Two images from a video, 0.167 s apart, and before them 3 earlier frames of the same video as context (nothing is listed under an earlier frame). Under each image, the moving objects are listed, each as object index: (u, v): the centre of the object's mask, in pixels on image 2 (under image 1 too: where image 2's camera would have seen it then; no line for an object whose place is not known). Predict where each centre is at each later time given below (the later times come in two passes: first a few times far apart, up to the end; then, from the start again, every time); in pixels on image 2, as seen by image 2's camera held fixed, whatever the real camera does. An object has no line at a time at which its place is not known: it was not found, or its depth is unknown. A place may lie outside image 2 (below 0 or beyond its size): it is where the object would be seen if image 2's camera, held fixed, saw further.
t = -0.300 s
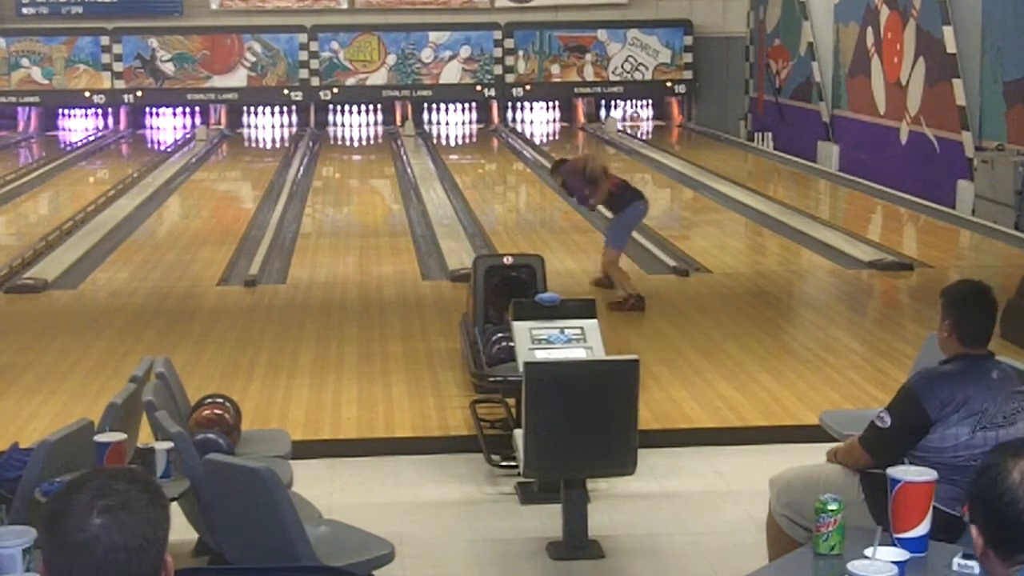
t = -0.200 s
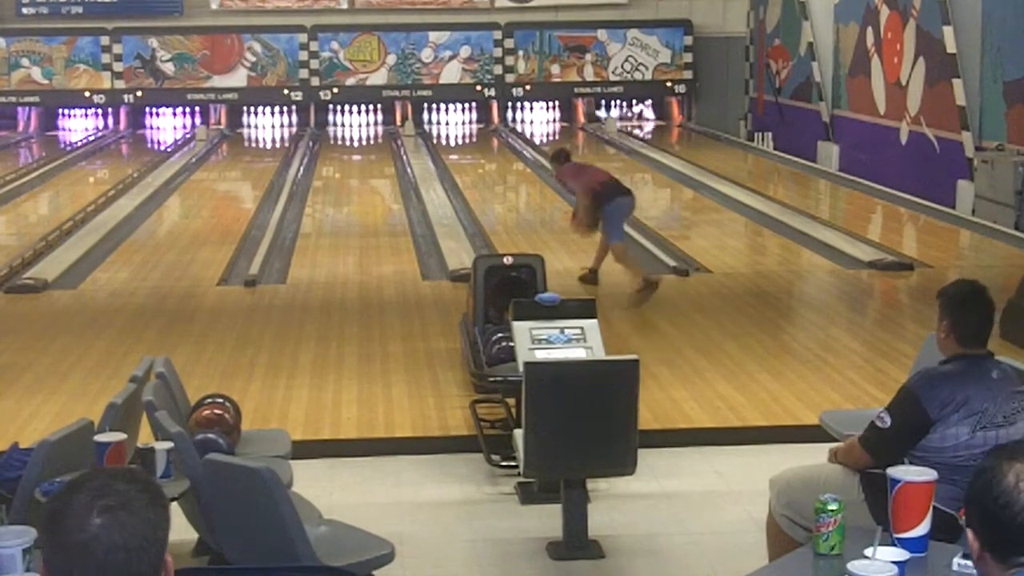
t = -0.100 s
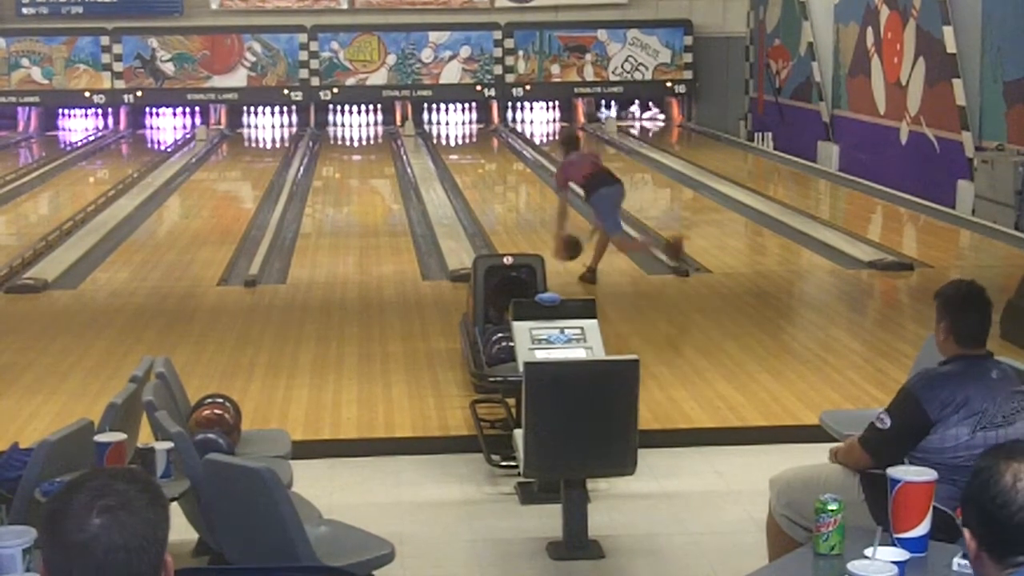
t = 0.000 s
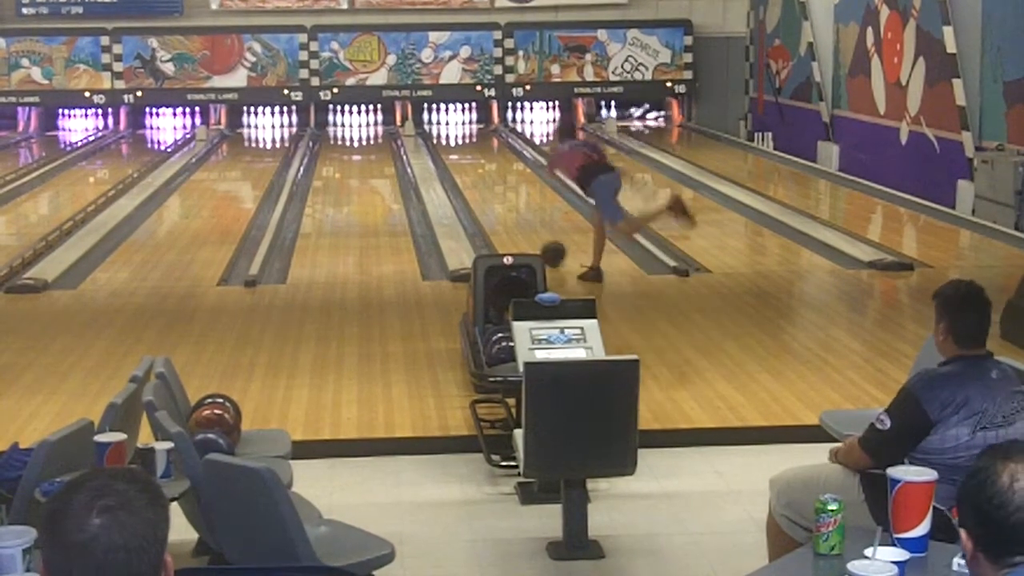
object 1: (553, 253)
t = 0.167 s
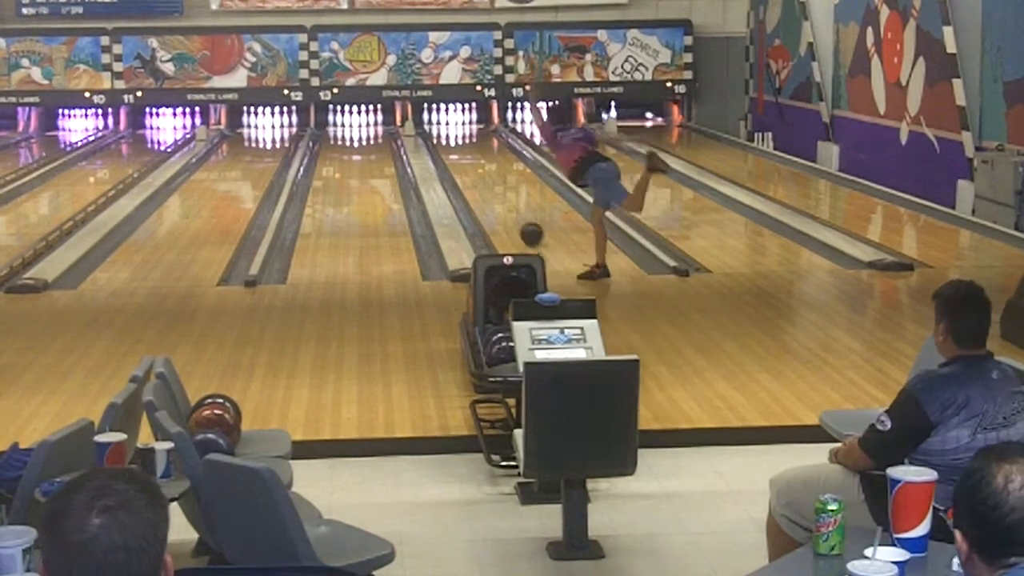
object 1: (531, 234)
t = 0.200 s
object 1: (527, 230)
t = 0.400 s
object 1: (507, 210)
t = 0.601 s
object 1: (490, 194)
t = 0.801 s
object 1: (477, 181)
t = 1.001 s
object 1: (465, 169)
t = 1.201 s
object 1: (456, 158)
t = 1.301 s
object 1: (452, 153)
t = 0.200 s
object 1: (527, 230)
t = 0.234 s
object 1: (523, 226)
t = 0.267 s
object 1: (520, 223)
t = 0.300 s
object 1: (517, 219)
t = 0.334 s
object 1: (513, 216)
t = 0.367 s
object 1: (510, 213)
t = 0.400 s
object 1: (507, 210)
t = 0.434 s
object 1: (504, 207)
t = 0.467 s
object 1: (501, 205)
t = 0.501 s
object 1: (498, 202)
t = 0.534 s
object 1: (496, 199)
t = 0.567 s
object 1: (493, 197)
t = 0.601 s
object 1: (490, 194)
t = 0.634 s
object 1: (488, 192)
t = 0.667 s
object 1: (486, 189)
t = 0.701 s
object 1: (483, 187)
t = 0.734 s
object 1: (481, 185)
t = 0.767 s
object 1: (479, 183)
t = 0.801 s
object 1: (477, 181)
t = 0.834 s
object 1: (475, 179)
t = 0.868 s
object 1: (472, 176)
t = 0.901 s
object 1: (471, 174)
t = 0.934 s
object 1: (469, 172)
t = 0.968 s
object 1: (467, 170)
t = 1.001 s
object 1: (465, 169)
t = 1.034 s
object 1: (464, 167)
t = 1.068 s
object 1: (462, 165)
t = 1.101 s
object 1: (460, 163)
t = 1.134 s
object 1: (459, 161)
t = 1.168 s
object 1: (457, 160)
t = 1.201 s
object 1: (456, 158)
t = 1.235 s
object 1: (455, 156)
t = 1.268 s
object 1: (454, 155)
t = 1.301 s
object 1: (452, 153)
